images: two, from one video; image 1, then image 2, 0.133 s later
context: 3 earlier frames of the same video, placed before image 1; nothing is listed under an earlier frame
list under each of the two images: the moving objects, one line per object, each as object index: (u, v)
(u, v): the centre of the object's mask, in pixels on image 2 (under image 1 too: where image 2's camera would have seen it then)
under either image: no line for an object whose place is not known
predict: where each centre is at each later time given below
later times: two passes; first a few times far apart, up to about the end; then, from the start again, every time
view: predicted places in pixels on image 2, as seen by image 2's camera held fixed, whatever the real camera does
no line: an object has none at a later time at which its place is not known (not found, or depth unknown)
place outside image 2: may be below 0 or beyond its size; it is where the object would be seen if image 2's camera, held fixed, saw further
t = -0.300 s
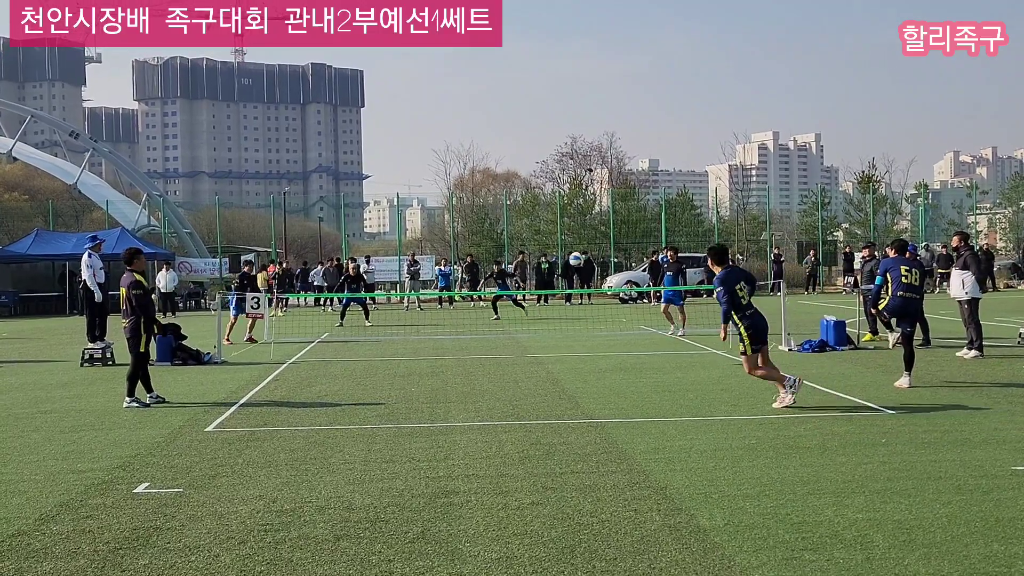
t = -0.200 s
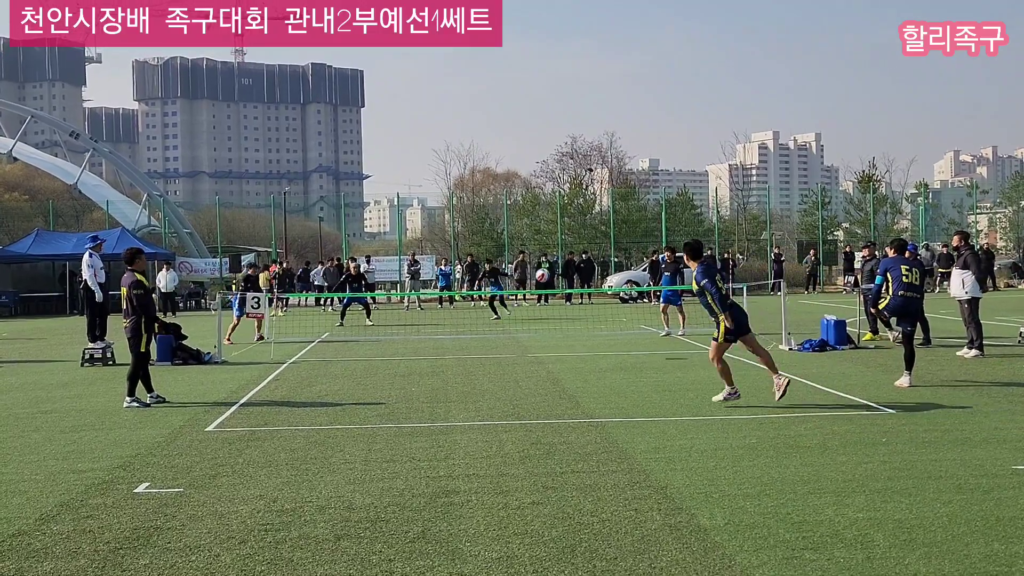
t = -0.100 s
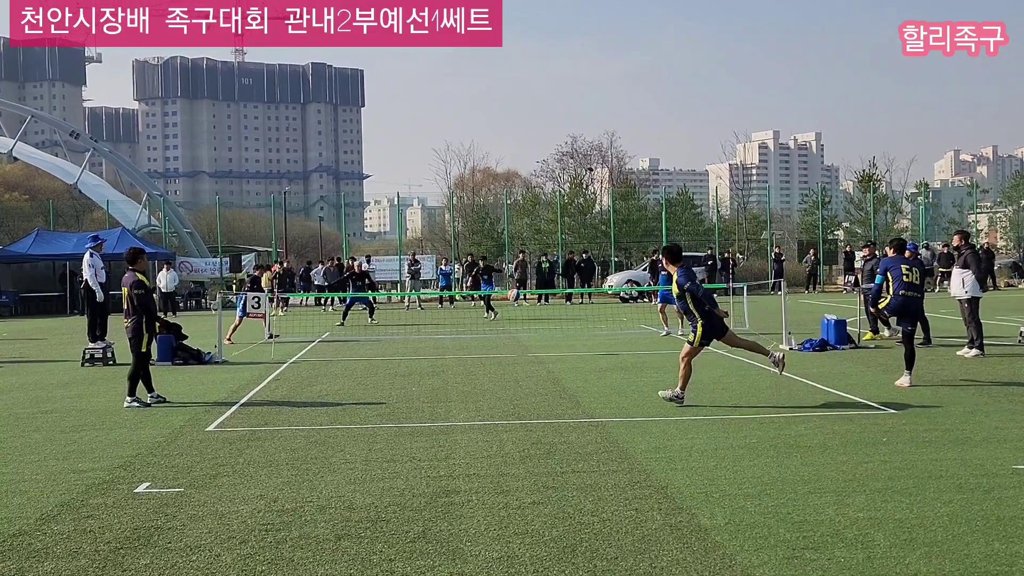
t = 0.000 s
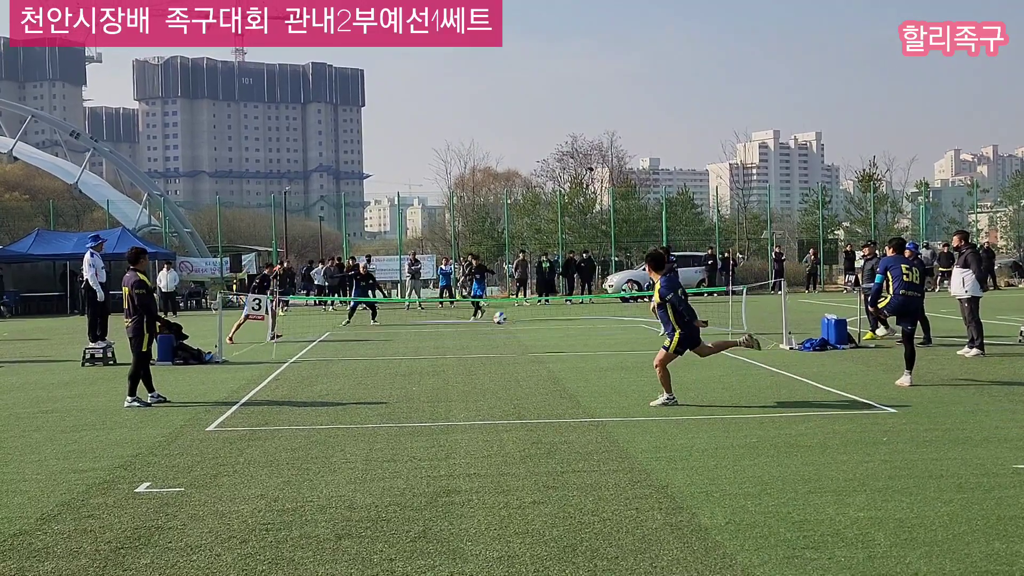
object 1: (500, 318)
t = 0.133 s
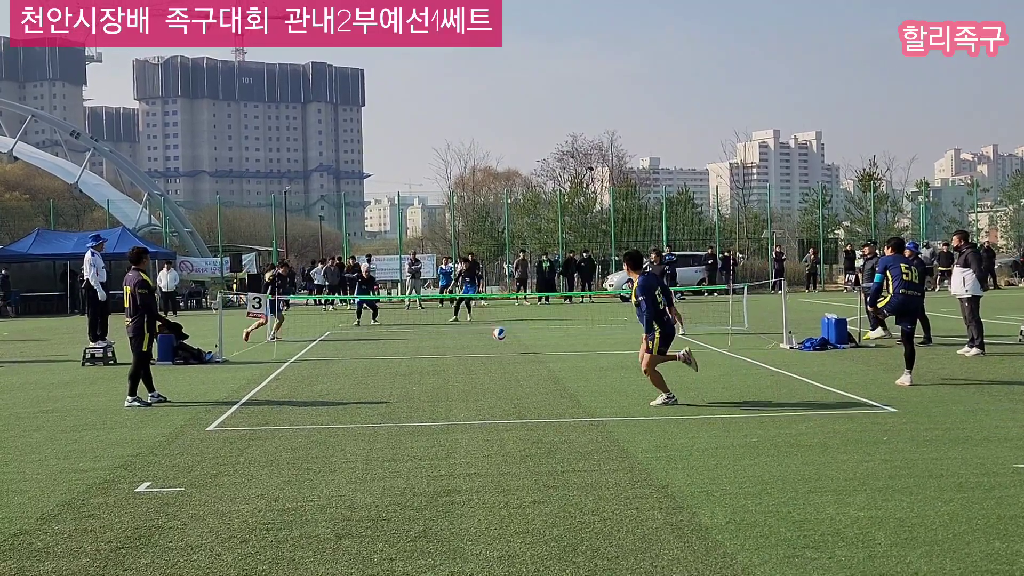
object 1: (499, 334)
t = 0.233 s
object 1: (498, 347)
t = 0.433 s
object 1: (492, 337)
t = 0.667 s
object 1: (485, 352)
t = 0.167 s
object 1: (498, 339)
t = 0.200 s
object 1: (498, 346)
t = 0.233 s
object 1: (498, 347)
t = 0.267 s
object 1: (496, 344)
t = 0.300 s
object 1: (495, 341)
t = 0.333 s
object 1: (494, 339)
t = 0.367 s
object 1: (494, 337)
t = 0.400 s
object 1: (492, 337)
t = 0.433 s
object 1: (492, 337)
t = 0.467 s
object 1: (490, 338)
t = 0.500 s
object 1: (489, 339)
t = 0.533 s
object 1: (488, 342)
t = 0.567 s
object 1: (487, 344)
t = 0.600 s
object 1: (487, 348)
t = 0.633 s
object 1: (485, 353)
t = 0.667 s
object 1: (485, 352)
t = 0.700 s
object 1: (484, 350)
